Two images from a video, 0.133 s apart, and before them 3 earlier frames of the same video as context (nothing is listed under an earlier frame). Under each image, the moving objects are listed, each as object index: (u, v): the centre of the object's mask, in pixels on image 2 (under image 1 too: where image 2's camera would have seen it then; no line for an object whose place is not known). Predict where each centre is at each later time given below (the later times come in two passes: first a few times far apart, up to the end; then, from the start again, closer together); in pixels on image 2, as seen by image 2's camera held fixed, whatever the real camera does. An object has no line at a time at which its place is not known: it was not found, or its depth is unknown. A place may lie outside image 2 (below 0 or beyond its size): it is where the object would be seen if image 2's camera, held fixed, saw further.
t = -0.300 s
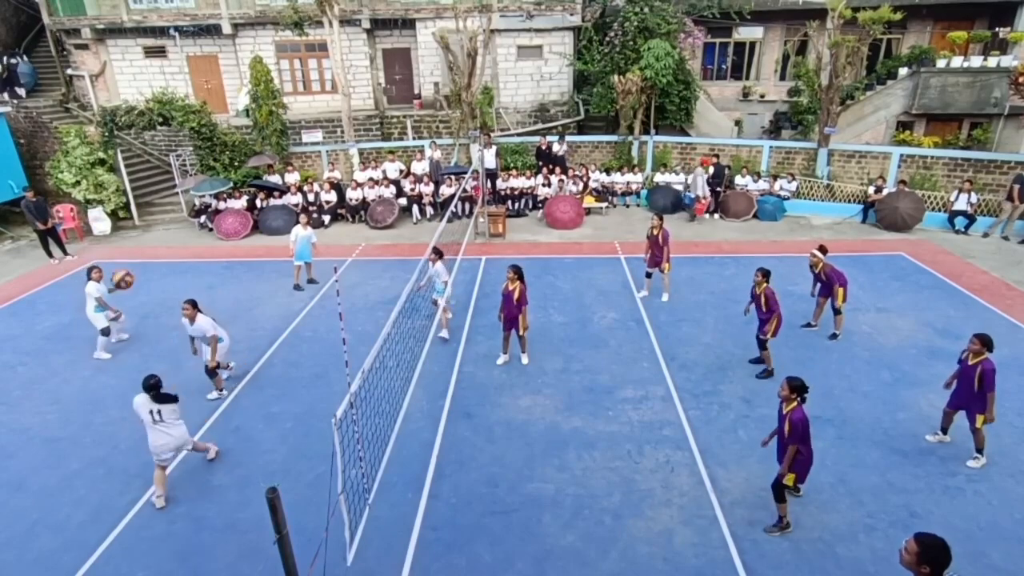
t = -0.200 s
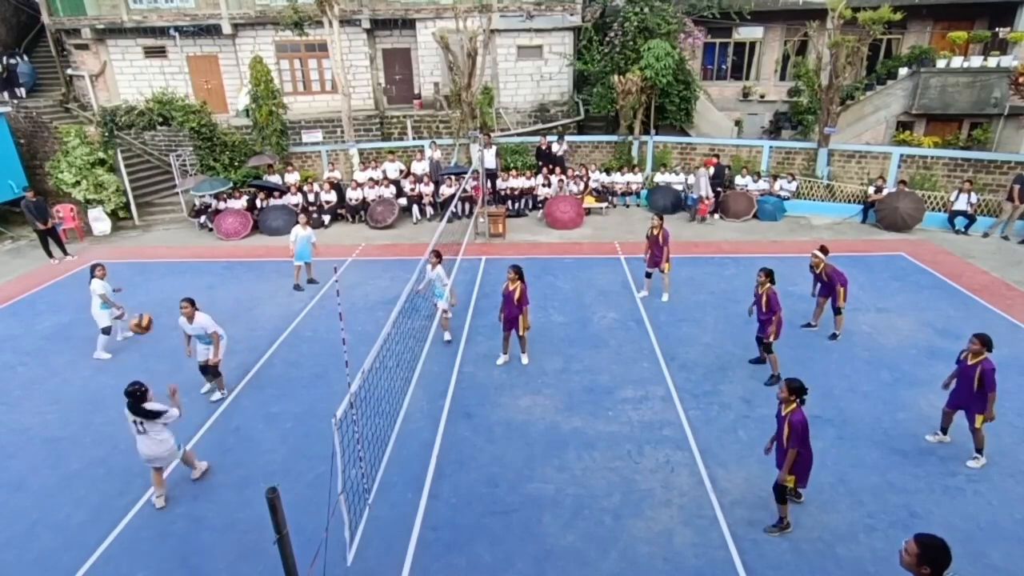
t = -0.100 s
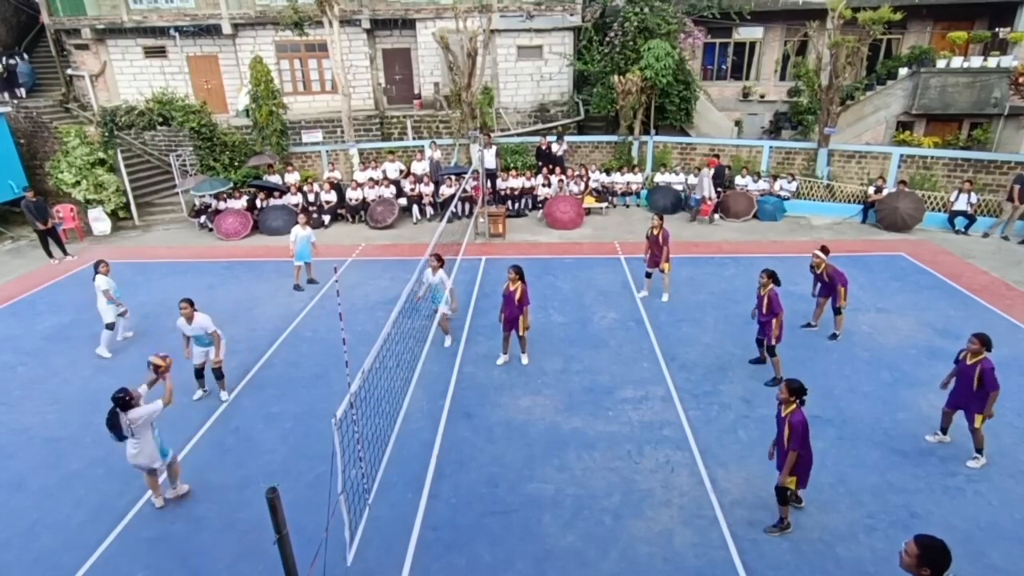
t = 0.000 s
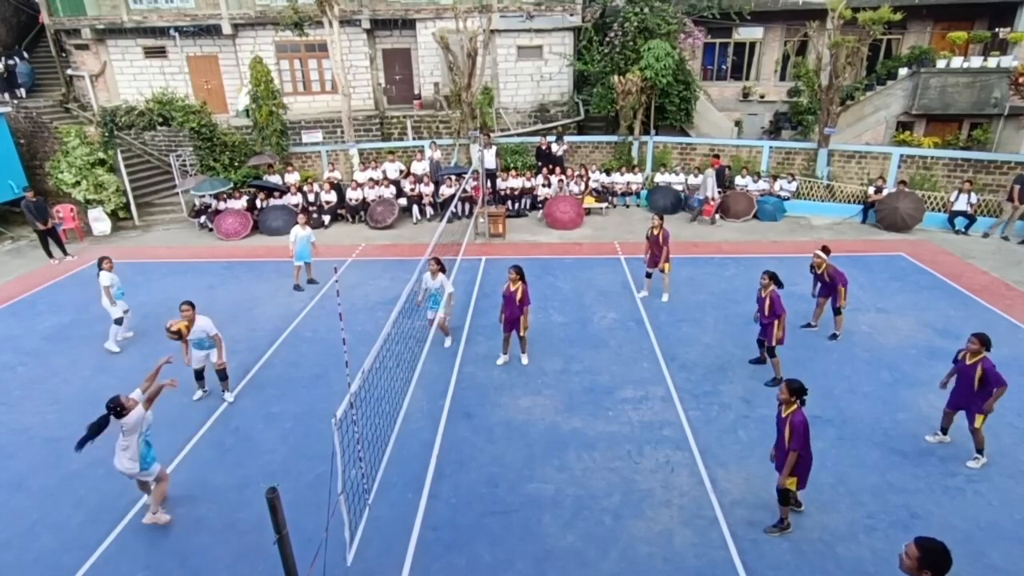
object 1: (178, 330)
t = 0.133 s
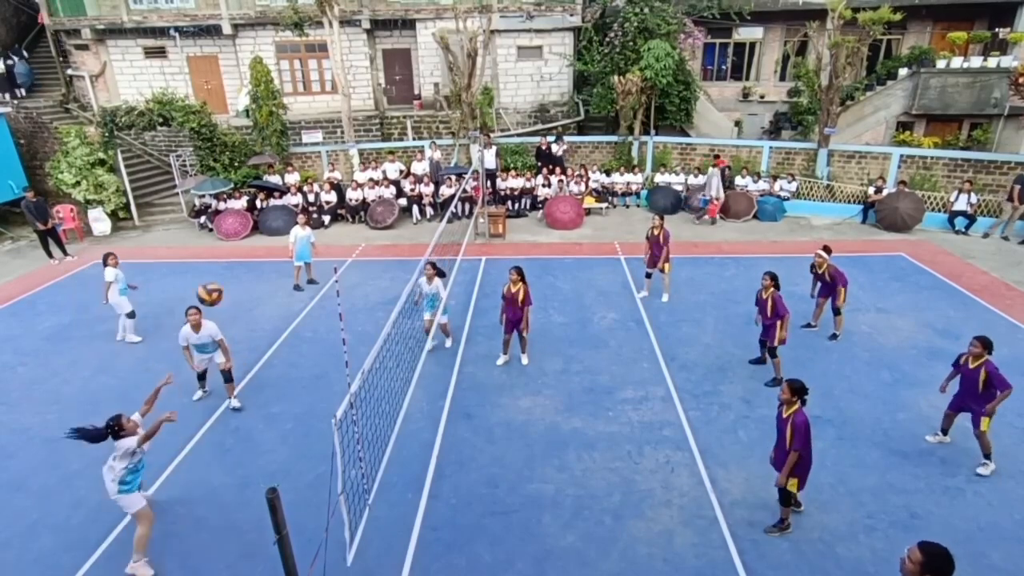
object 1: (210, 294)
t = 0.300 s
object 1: (260, 273)
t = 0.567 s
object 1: (361, 302)
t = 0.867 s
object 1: (489, 429)
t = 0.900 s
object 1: (502, 448)
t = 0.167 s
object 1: (219, 288)
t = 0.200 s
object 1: (229, 282)
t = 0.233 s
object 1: (238, 278)
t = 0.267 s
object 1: (249, 275)
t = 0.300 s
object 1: (260, 273)
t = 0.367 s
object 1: (283, 272)
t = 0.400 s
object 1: (295, 274)
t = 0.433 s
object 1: (308, 277)
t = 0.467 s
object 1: (320, 281)
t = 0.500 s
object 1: (333, 287)
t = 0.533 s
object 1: (347, 294)
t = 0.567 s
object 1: (361, 302)
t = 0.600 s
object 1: (376, 312)
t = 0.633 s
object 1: (389, 322)
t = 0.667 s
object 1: (403, 334)
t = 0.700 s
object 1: (417, 348)
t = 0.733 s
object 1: (433, 362)
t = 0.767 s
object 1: (447, 376)
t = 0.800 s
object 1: (461, 392)
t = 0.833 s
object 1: (475, 410)
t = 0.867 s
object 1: (489, 429)
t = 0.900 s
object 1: (502, 448)
